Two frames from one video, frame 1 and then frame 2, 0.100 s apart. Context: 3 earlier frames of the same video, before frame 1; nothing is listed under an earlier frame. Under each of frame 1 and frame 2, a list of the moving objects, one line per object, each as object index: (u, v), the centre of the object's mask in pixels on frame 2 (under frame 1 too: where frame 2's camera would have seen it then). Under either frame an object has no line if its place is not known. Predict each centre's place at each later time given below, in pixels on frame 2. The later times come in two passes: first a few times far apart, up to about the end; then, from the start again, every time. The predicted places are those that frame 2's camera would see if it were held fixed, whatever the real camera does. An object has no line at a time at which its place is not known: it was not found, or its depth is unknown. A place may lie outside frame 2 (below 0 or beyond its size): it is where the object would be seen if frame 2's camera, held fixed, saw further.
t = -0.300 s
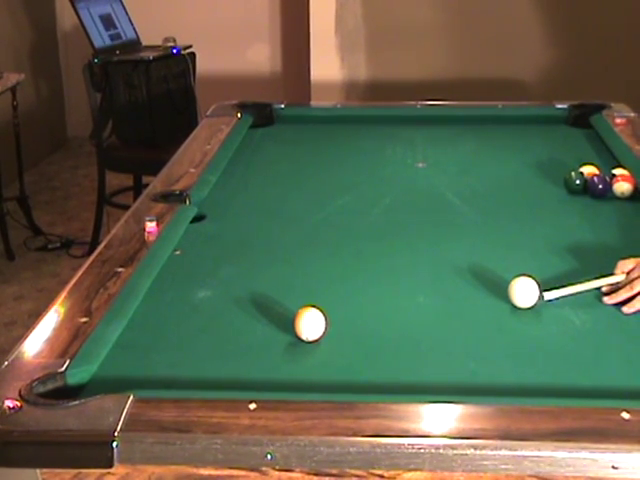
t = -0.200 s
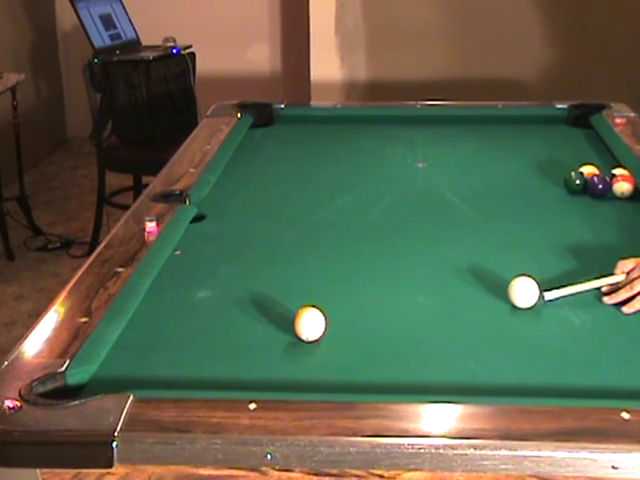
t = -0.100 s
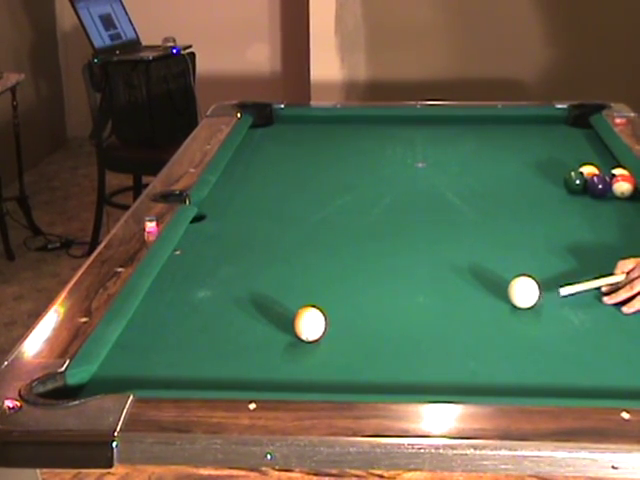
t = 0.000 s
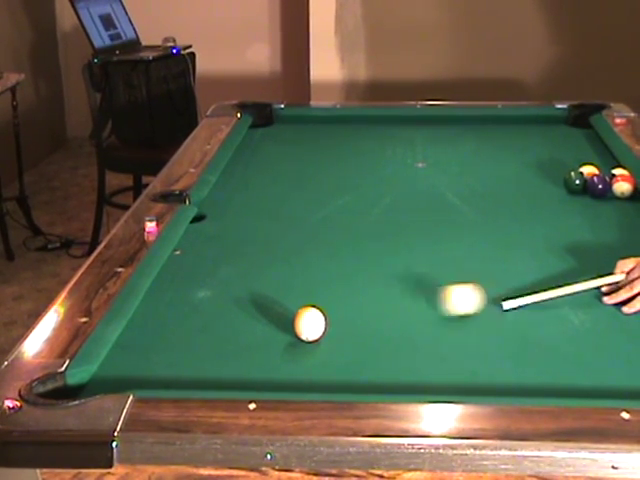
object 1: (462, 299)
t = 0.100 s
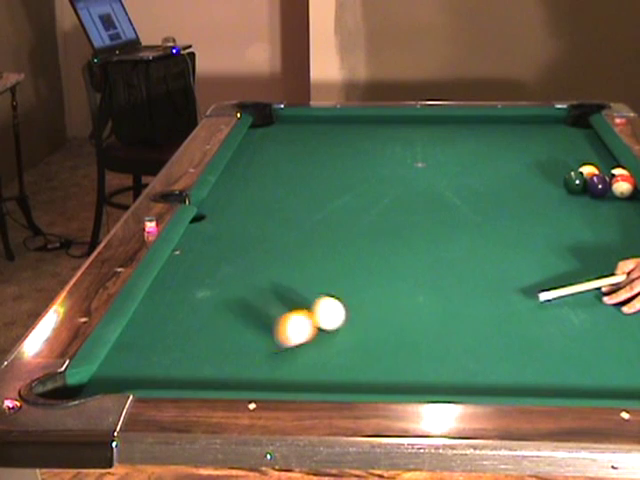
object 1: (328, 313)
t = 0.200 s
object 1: (296, 299)
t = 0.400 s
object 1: (276, 275)
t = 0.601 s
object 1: (270, 255)
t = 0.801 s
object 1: (264, 238)
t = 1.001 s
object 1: (258, 222)
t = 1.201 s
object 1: (253, 209)
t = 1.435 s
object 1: (248, 195)
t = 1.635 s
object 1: (244, 184)
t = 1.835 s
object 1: (240, 174)
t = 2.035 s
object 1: (236, 166)
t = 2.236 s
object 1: (244, 159)
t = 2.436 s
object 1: (252, 153)
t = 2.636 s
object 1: (259, 147)
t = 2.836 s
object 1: (265, 142)
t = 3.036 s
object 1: (271, 137)
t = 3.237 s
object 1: (276, 133)
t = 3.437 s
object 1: (280, 129)
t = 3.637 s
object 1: (284, 126)
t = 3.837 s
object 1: (289, 123)
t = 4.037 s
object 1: (293, 120)
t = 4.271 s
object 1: (297, 118)
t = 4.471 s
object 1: (297, 119)
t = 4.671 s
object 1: (298, 121)
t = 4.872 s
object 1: (297, 121)
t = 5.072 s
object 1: (296, 122)
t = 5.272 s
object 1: (295, 123)
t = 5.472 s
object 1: (294, 123)
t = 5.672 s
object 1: (294, 124)
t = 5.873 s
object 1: (294, 124)
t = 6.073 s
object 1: (294, 124)
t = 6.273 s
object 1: (294, 124)
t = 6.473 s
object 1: (294, 124)
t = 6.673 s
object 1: (294, 124)
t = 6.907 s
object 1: (294, 124)
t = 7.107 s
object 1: (294, 124)
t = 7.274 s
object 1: (294, 124)
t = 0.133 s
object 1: (315, 308)
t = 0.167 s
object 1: (304, 304)
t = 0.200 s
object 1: (296, 299)
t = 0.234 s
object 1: (289, 295)
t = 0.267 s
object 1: (284, 290)
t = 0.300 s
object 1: (281, 286)
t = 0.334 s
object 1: (279, 282)
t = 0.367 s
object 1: (278, 279)
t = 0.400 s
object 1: (276, 275)
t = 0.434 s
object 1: (275, 272)
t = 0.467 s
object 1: (274, 268)
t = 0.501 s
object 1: (273, 265)
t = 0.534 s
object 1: (272, 262)
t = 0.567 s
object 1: (271, 258)
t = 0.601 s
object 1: (270, 255)
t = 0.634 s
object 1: (269, 252)
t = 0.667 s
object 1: (268, 249)
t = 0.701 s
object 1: (267, 246)
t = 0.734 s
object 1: (265, 243)
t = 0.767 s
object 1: (265, 240)
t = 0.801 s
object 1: (264, 238)
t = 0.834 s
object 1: (263, 235)
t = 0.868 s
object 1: (262, 233)
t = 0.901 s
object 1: (261, 230)
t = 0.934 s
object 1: (260, 227)
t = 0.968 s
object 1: (259, 225)
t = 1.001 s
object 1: (258, 222)
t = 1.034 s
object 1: (258, 220)
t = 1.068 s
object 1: (257, 217)
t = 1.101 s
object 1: (256, 215)
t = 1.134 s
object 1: (255, 213)
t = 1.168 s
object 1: (254, 211)
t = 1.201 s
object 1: (253, 209)
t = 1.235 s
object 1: (253, 207)
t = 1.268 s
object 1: (252, 204)
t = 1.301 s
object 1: (251, 202)
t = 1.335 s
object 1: (250, 200)
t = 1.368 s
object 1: (250, 198)
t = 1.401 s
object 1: (249, 197)
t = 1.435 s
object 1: (248, 195)
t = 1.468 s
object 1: (247, 192)
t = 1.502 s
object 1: (247, 190)
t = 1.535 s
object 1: (246, 189)
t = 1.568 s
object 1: (245, 187)
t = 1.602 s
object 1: (244, 185)
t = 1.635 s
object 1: (244, 184)
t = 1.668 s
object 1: (243, 182)
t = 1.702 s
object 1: (242, 180)
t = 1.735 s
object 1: (241, 179)
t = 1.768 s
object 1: (241, 177)
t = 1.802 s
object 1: (240, 176)
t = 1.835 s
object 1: (240, 174)
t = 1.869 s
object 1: (239, 173)
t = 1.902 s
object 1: (238, 172)
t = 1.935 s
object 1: (237, 170)
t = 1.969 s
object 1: (237, 168)
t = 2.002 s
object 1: (236, 167)
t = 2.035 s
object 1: (236, 166)
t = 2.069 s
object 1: (237, 164)
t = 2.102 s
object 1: (238, 163)
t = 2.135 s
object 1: (240, 162)
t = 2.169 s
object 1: (241, 161)
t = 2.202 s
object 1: (242, 160)
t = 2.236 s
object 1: (244, 159)
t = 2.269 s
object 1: (245, 158)
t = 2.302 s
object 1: (247, 157)
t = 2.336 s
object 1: (248, 156)
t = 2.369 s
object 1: (249, 155)
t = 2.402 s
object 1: (250, 154)
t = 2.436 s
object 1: (252, 153)
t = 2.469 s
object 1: (253, 152)
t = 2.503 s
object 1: (254, 151)
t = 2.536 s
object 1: (255, 150)
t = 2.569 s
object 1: (256, 149)
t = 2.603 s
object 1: (258, 148)
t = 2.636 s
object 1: (259, 147)
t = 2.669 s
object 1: (260, 146)
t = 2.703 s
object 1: (261, 145)
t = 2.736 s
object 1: (262, 144)
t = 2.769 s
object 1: (263, 144)
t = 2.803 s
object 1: (264, 143)
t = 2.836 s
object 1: (265, 142)
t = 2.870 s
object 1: (266, 141)
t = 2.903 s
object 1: (267, 140)
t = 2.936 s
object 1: (268, 140)
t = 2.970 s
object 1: (269, 139)
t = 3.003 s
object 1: (270, 138)
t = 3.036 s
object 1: (271, 137)
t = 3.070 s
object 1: (272, 137)
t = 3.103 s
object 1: (273, 136)
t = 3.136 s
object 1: (273, 135)
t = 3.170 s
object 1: (274, 134)
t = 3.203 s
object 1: (274, 134)
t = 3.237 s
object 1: (276, 133)
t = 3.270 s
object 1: (277, 132)
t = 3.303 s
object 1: (277, 132)
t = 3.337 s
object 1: (278, 131)
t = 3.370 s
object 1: (279, 131)
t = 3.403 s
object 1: (279, 130)
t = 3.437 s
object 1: (280, 129)
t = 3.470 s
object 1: (281, 129)
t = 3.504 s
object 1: (282, 128)
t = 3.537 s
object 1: (282, 127)
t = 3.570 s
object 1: (283, 127)
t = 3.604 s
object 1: (284, 126)
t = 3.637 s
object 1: (284, 126)
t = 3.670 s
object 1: (285, 125)
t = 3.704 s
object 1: (286, 125)
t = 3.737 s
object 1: (287, 124)
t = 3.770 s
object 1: (288, 124)
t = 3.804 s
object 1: (288, 123)
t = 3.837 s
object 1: (289, 123)
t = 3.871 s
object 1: (290, 122)
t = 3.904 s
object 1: (290, 122)
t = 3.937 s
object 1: (291, 121)
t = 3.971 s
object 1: (292, 121)
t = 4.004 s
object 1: (293, 120)
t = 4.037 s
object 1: (293, 120)
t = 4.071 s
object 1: (294, 119)
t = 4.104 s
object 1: (295, 119)
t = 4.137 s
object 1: (295, 118)
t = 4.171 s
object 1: (296, 118)
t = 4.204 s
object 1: (296, 118)
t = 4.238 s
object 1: (297, 118)
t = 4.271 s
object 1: (297, 118)
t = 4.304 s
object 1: (297, 118)
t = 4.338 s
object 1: (297, 118)
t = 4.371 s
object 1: (297, 119)
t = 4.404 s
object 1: (297, 119)
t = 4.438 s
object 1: (297, 119)
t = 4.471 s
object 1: (297, 119)
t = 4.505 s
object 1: (297, 119)
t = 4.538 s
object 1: (298, 120)
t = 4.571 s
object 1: (298, 120)
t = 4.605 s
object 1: (298, 120)
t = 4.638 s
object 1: (298, 120)
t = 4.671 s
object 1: (298, 121)
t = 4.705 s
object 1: (298, 121)
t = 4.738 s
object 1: (297, 121)
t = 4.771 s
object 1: (298, 121)
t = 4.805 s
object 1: (297, 121)
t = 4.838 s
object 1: (297, 121)
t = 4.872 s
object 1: (297, 121)
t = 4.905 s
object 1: (297, 122)
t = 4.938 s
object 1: (297, 122)
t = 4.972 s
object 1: (297, 122)
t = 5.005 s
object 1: (296, 122)
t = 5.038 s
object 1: (296, 122)
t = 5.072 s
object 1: (296, 122)
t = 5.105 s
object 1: (296, 122)
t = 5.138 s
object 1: (296, 123)
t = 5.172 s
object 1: (296, 123)
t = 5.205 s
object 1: (296, 123)
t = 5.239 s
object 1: (295, 123)
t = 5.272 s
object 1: (295, 123)
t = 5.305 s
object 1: (295, 123)
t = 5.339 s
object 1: (295, 123)
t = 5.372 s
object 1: (295, 123)
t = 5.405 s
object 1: (294, 123)
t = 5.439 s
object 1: (294, 123)
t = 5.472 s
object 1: (294, 123)
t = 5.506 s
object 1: (294, 123)
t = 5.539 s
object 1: (294, 123)
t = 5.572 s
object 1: (294, 124)
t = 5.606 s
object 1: (294, 124)
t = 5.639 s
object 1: (294, 124)
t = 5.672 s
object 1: (294, 124)
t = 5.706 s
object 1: (294, 124)
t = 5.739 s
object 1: (294, 124)
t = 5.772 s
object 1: (294, 124)
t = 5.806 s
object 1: (294, 124)
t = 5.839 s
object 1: (294, 124)
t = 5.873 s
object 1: (294, 124)
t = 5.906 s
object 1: (294, 124)
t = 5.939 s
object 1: (294, 124)
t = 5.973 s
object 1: (294, 124)
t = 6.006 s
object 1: (294, 124)
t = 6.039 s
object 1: (294, 124)
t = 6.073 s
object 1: (294, 124)
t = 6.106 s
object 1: (294, 124)
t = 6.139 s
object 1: (294, 124)
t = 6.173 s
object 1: (294, 124)
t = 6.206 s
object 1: (294, 124)
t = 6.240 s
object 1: (294, 124)
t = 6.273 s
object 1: (294, 124)
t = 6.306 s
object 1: (295, 124)
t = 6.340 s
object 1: (294, 124)
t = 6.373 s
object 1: (294, 124)
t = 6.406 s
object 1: (294, 124)
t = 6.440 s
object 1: (294, 124)
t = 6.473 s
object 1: (294, 124)
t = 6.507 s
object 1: (294, 124)
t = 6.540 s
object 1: (295, 124)
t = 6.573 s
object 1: (294, 124)
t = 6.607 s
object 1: (294, 124)
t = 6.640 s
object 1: (294, 124)
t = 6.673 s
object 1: (294, 124)
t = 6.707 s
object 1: (294, 124)
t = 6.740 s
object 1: (294, 124)
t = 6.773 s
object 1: (294, 124)
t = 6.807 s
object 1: (294, 124)
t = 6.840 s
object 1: (294, 124)
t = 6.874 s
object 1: (294, 124)
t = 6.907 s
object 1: (294, 124)
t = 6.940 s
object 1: (294, 124)
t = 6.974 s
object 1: (295, 124)
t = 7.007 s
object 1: (294, 124)
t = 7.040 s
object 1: (294, 124)
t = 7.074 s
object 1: (294, 124)
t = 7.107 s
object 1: (294, 124)
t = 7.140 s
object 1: (294, 124)
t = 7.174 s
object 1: (294, 124)
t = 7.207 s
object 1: (294, 124)
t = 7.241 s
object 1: (294, 124)
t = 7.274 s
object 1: (294, 124)
